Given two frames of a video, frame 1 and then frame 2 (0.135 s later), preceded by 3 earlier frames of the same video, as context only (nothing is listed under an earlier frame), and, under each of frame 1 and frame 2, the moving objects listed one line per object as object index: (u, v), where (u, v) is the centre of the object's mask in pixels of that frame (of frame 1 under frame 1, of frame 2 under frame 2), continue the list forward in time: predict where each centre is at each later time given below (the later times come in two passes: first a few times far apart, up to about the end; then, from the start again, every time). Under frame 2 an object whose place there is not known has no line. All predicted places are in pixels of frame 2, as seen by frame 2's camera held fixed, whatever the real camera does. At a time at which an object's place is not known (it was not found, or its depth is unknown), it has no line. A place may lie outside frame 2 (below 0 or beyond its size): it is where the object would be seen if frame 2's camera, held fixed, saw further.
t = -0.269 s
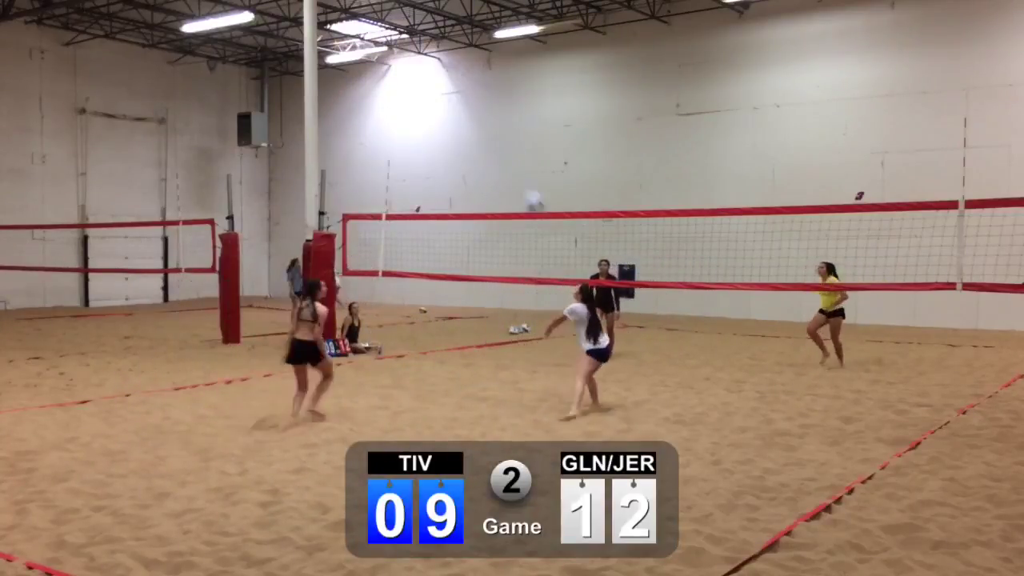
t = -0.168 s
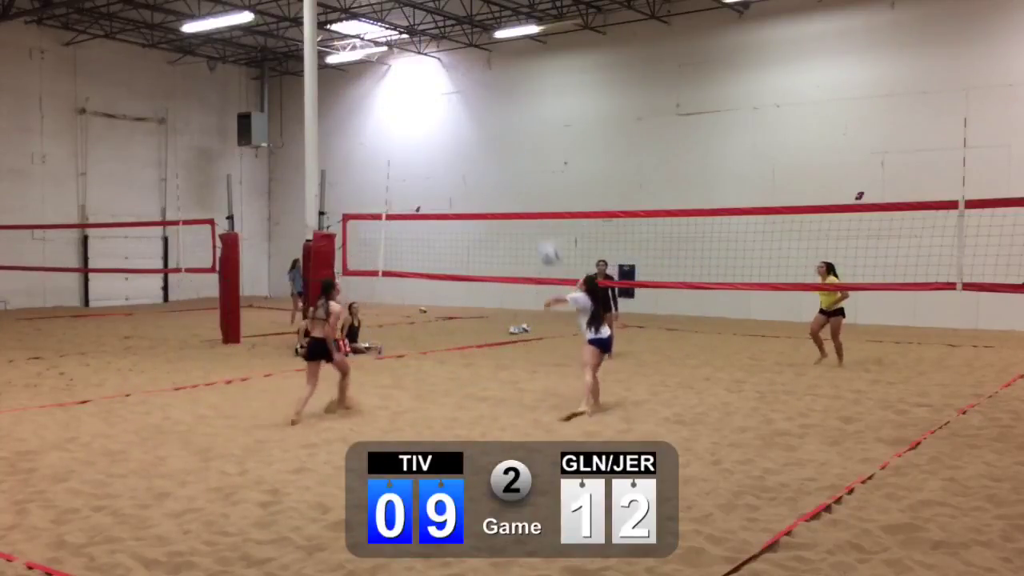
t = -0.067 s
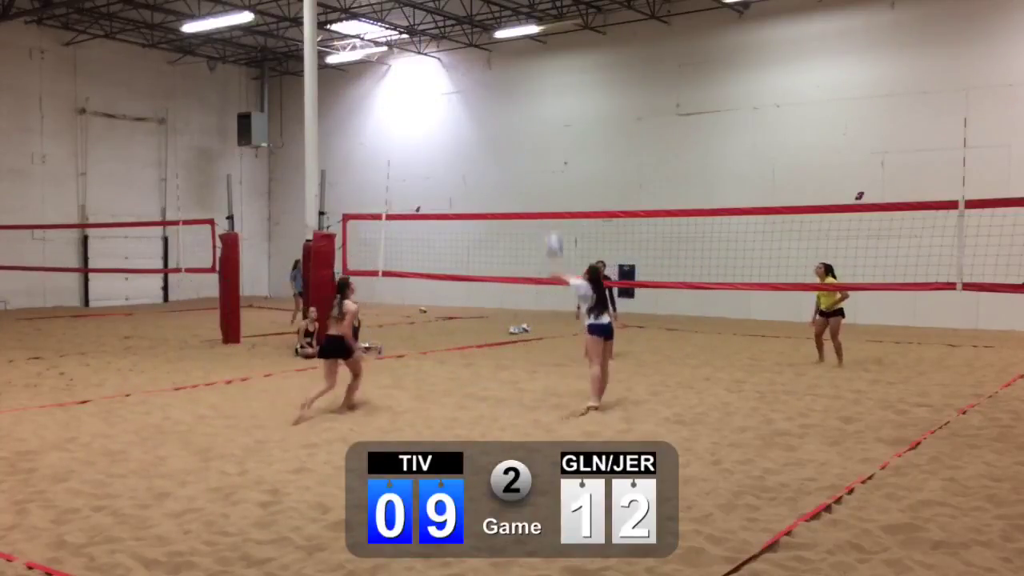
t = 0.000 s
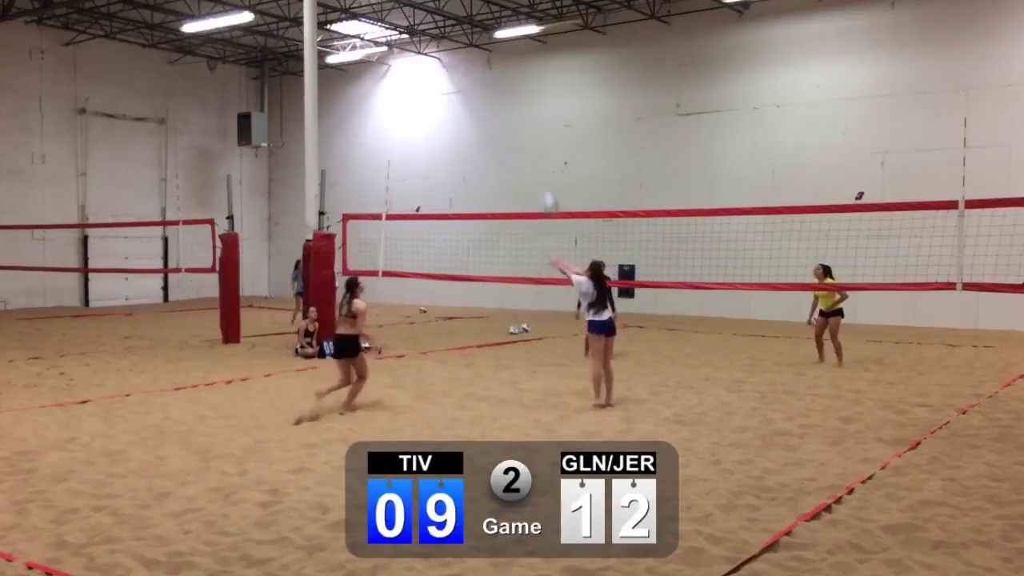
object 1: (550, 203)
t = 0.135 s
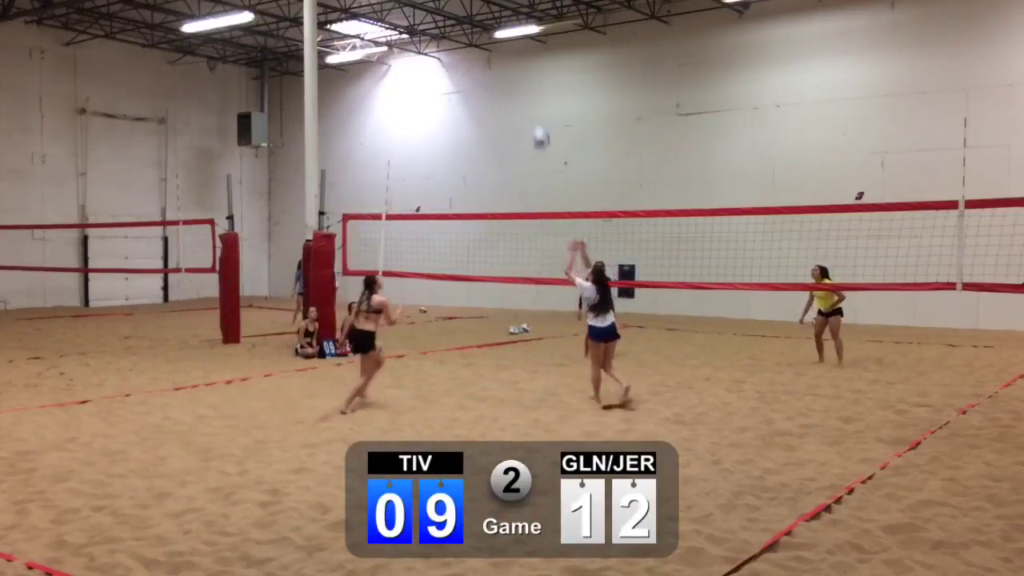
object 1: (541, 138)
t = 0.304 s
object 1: (530, 77)
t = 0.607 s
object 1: (511, 26)
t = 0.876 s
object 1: (494, 42)
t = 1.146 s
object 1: (480, 112)
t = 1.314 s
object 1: (470, 181)
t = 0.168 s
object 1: (539, 124)
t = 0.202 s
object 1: (536, 110)
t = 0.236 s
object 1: (534, 98)
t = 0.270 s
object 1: (532, 87)
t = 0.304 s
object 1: (530, 77)
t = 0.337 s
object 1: (528, 67)
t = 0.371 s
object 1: (526, 59)
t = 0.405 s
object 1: (523, 50)
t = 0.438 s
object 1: (521, 44)
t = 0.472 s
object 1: (519, 41)
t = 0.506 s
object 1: (517, 34)
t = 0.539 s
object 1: (515, 31)
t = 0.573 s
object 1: (513, 28)
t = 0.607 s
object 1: (511, 26)
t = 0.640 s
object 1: (509, 25)
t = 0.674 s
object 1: (506, 25)
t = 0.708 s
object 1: (504, 26)
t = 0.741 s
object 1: (502, 27)
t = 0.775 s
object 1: (500, 30)
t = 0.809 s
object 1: (498, 33)
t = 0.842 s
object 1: (496, 37)
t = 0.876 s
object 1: (494, 42)
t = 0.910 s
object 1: (492, 47)
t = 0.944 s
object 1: (490, 54)
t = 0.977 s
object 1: (489, 61)
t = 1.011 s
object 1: (487, 69)
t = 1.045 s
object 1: (485, 79)
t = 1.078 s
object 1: (483, 90)
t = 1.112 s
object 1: (481, 101)
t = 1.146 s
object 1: (480, 112)
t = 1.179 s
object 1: (478, 125)
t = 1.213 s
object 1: (476, 137)
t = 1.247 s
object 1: (474, 151)
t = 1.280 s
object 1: (473, 166)
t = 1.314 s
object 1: (470, 181)
